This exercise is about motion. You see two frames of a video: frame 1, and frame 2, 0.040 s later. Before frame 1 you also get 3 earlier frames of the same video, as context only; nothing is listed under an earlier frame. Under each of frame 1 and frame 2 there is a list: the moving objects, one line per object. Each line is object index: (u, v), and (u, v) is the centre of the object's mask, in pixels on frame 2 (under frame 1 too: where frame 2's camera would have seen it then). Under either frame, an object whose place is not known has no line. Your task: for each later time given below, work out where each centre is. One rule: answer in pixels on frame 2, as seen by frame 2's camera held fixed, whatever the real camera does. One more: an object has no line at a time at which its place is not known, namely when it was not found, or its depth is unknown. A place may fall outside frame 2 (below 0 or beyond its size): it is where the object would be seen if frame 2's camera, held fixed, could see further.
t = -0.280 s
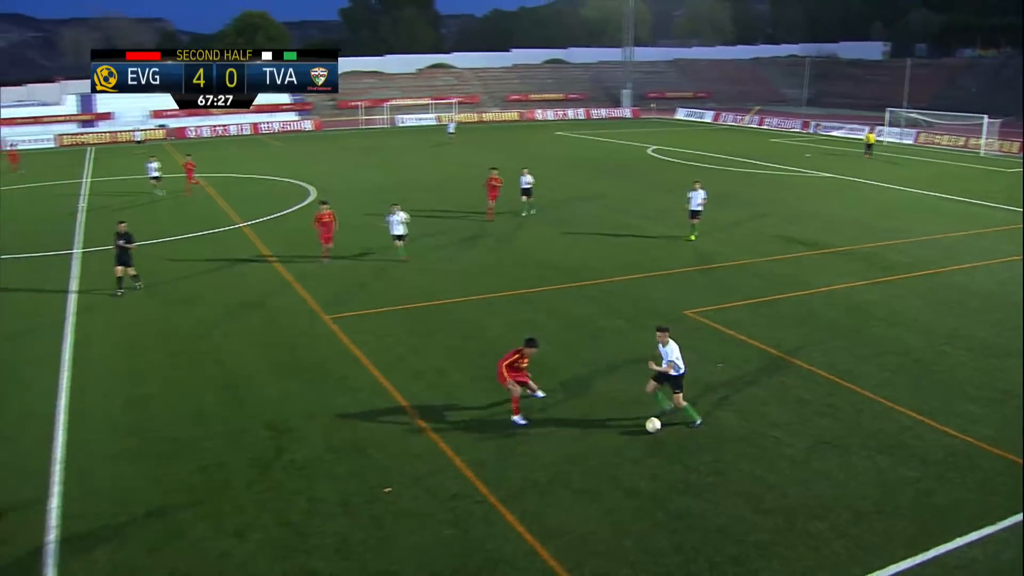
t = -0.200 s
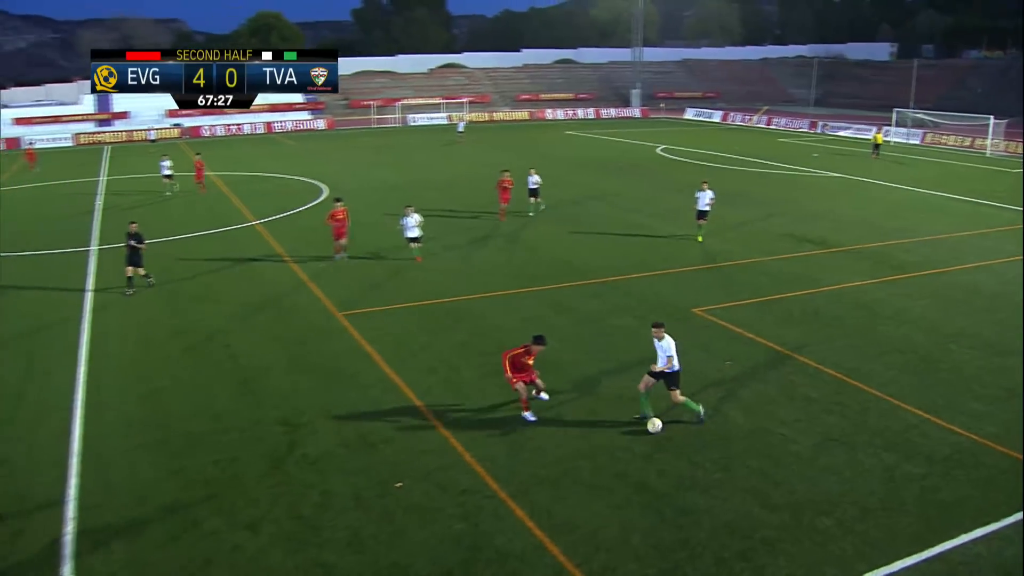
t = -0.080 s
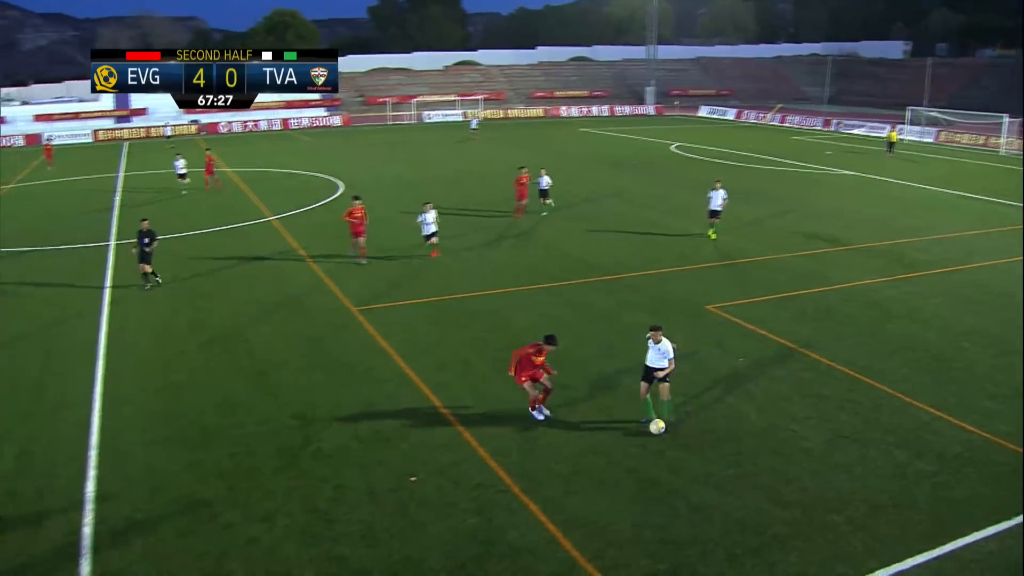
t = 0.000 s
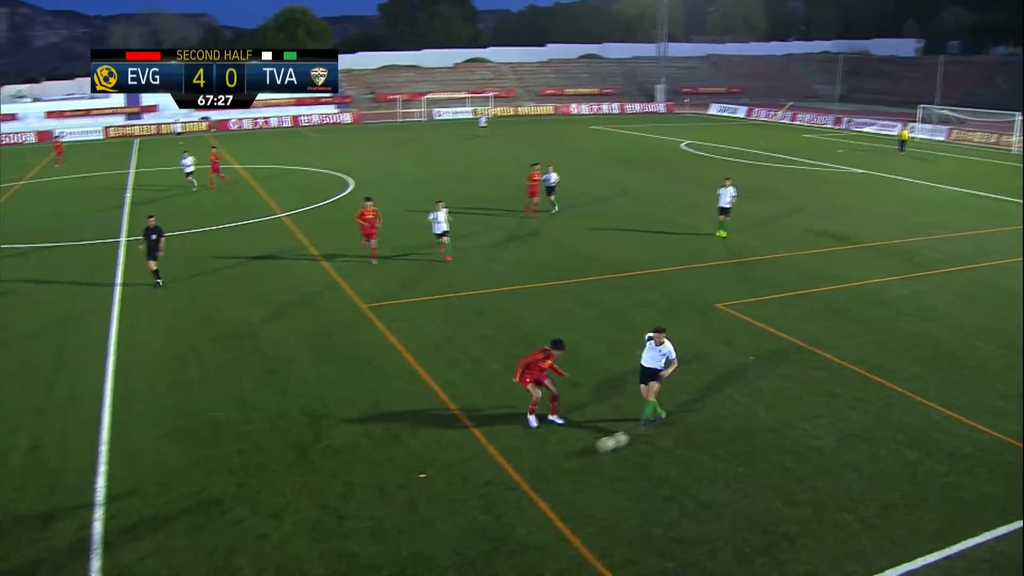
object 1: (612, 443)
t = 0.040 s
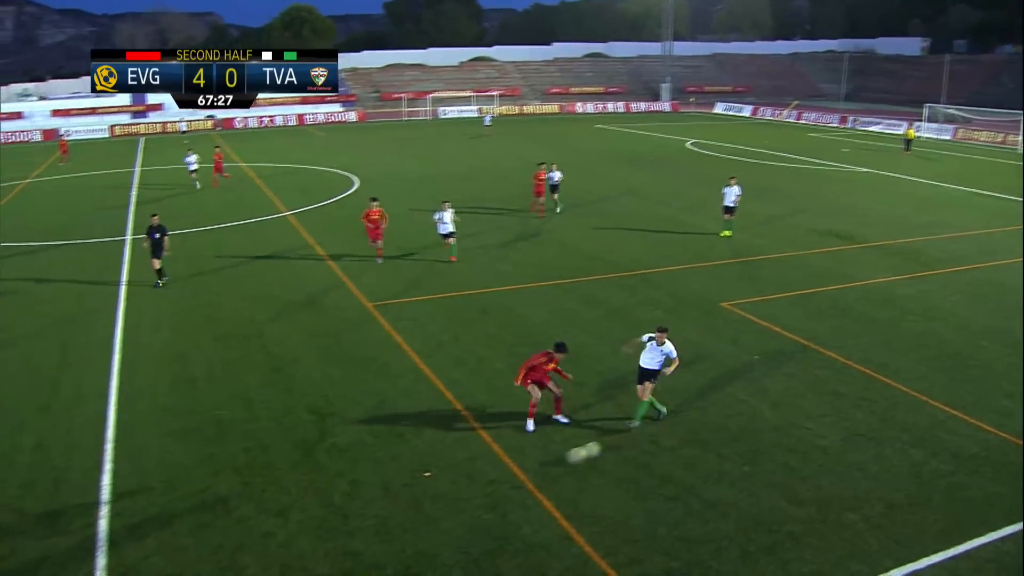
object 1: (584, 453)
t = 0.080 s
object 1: (547, 466)
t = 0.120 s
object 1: (510, 476)
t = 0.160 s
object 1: (473, 487)
